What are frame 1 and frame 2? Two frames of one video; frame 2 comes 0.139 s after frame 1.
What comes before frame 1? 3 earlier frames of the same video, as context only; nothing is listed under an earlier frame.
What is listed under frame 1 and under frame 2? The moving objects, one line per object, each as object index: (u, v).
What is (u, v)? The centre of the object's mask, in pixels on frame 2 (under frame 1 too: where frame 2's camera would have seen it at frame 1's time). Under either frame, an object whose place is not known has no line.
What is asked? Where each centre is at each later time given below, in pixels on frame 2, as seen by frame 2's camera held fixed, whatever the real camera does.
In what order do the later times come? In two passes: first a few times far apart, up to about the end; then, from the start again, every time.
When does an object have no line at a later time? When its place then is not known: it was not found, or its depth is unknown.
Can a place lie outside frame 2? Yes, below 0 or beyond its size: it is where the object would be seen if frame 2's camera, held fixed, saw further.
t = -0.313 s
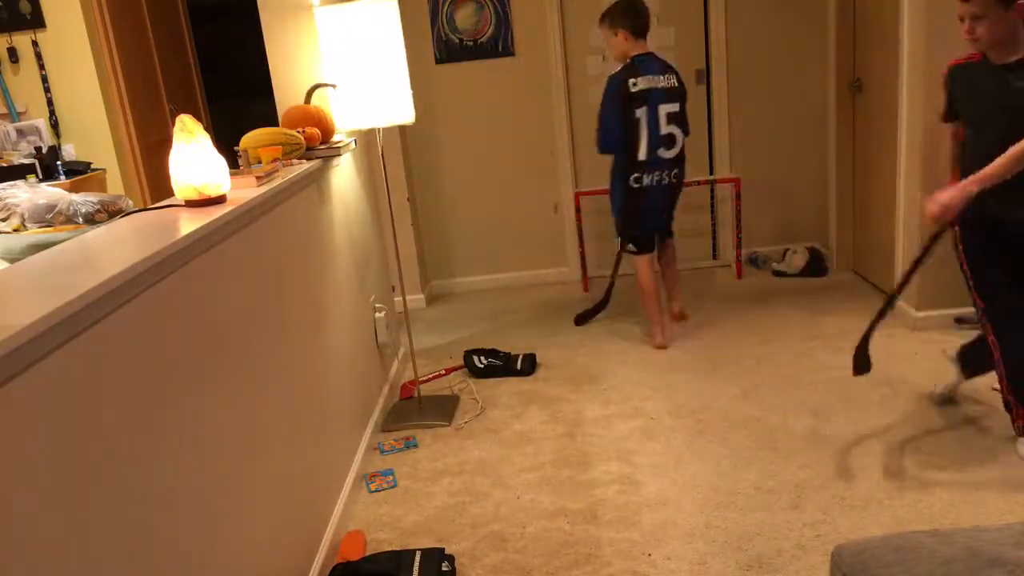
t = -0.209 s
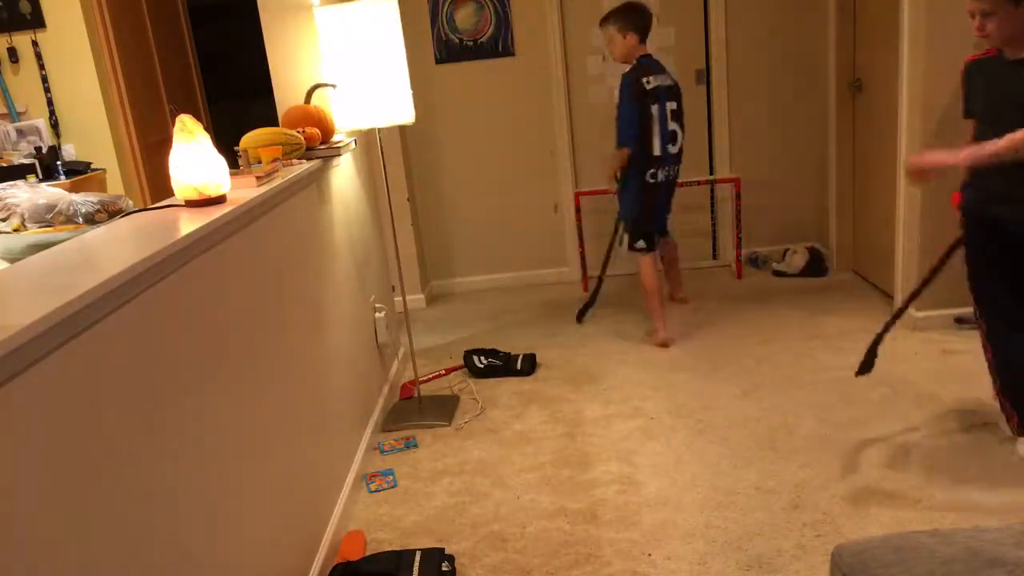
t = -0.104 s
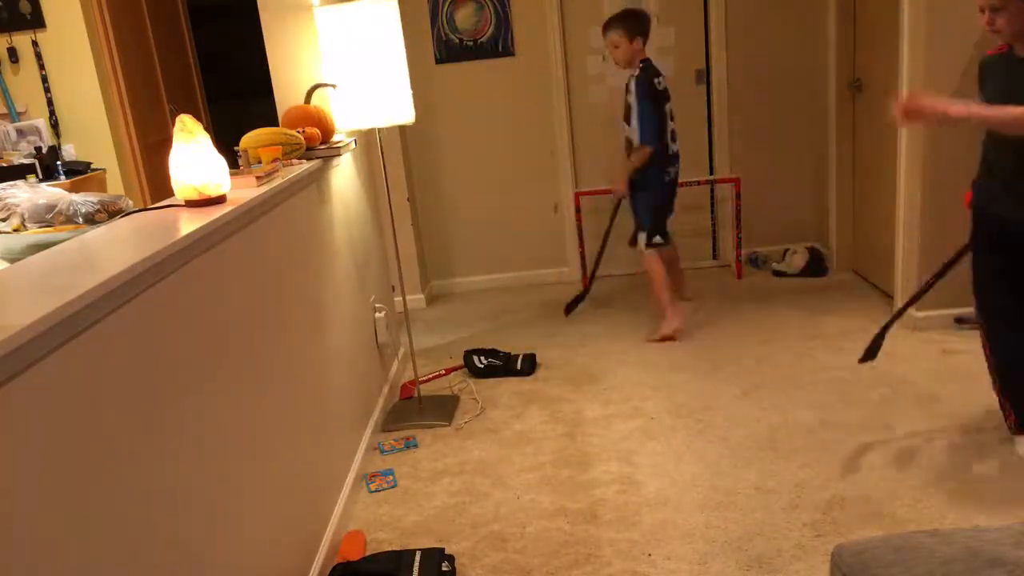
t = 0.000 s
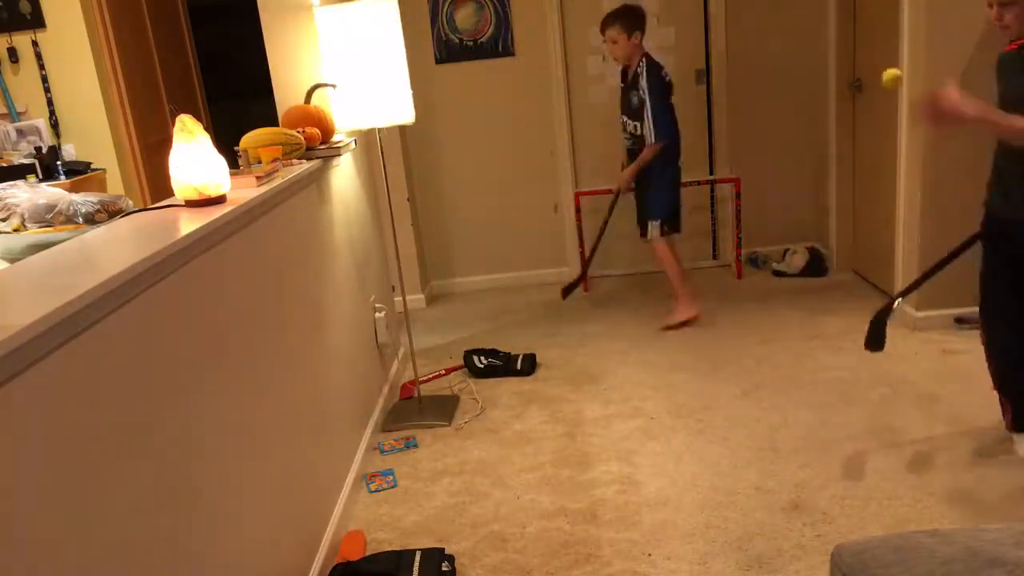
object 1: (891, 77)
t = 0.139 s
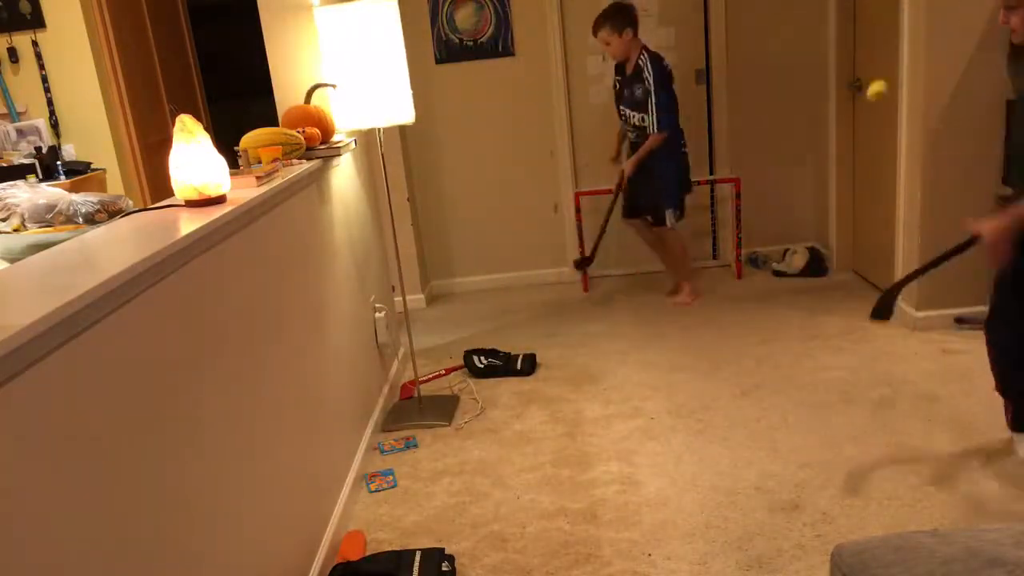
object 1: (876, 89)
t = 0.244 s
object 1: (860, 170)
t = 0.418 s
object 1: (842, 343)
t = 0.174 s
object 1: (868, 122)
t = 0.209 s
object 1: (864, 144)
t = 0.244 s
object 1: (860, 170)
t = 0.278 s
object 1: (857, 200)
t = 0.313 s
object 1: (853, 232)
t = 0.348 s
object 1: (849, 268)
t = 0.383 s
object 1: (846, 306)
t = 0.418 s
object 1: (842, 343)
